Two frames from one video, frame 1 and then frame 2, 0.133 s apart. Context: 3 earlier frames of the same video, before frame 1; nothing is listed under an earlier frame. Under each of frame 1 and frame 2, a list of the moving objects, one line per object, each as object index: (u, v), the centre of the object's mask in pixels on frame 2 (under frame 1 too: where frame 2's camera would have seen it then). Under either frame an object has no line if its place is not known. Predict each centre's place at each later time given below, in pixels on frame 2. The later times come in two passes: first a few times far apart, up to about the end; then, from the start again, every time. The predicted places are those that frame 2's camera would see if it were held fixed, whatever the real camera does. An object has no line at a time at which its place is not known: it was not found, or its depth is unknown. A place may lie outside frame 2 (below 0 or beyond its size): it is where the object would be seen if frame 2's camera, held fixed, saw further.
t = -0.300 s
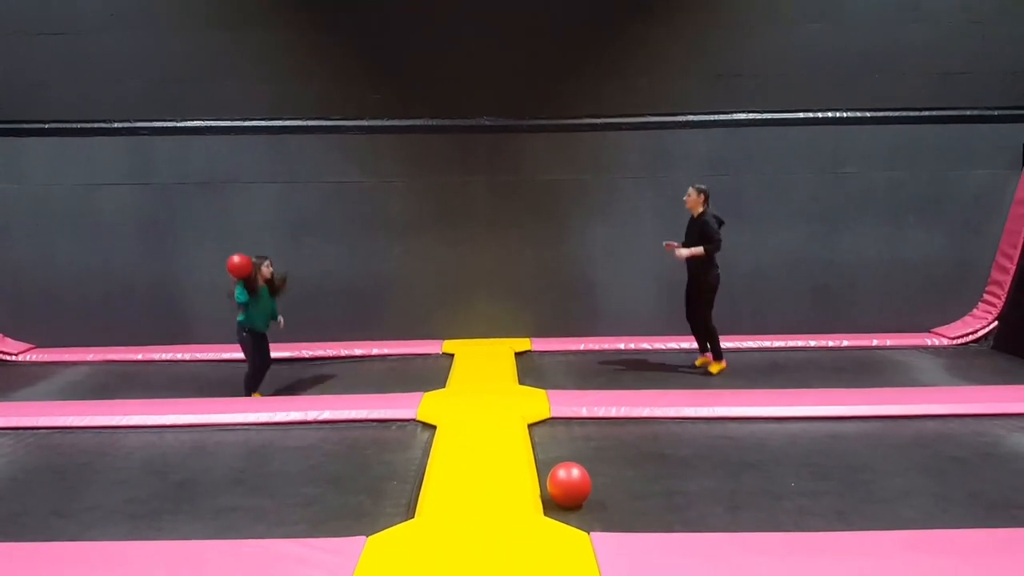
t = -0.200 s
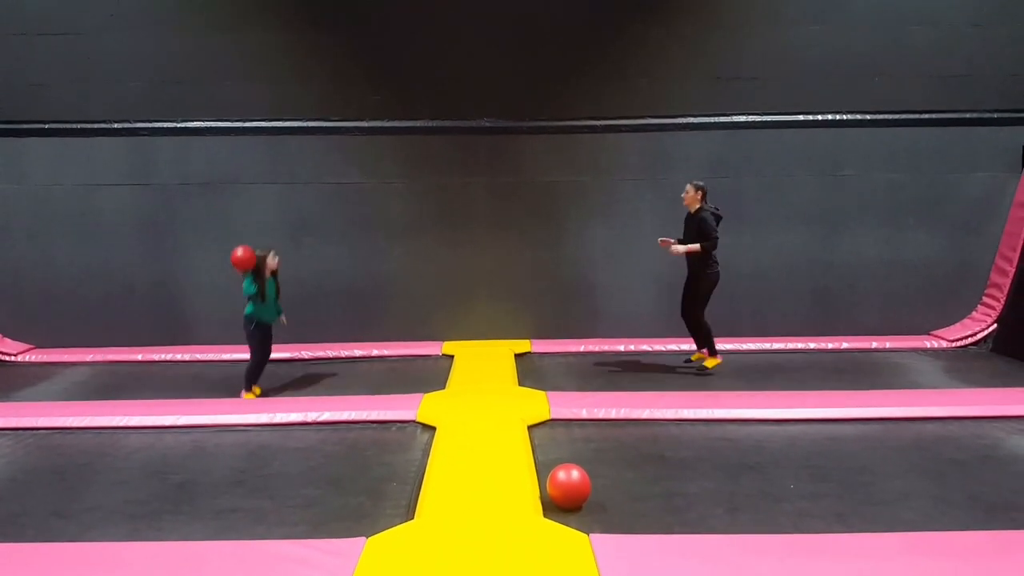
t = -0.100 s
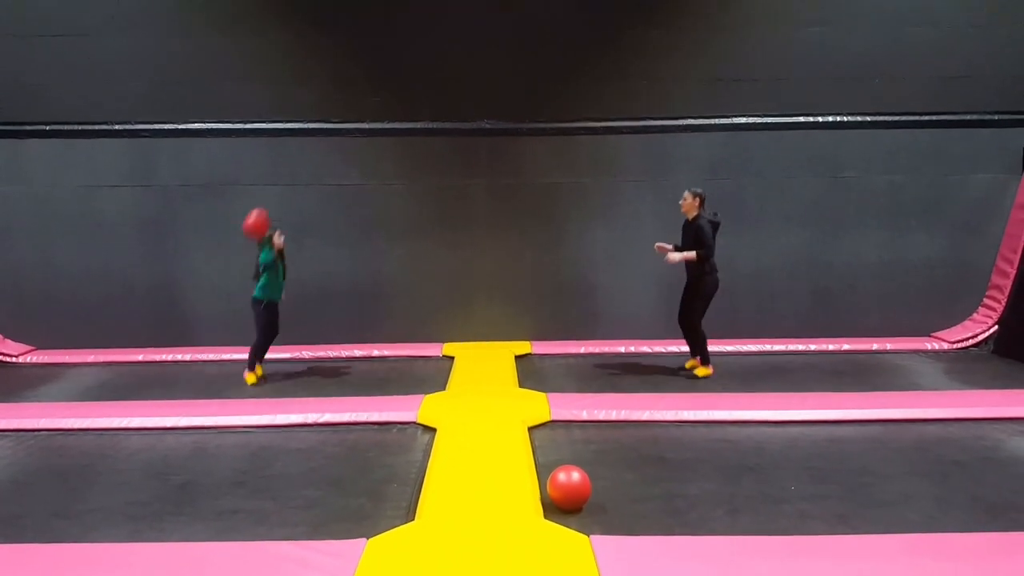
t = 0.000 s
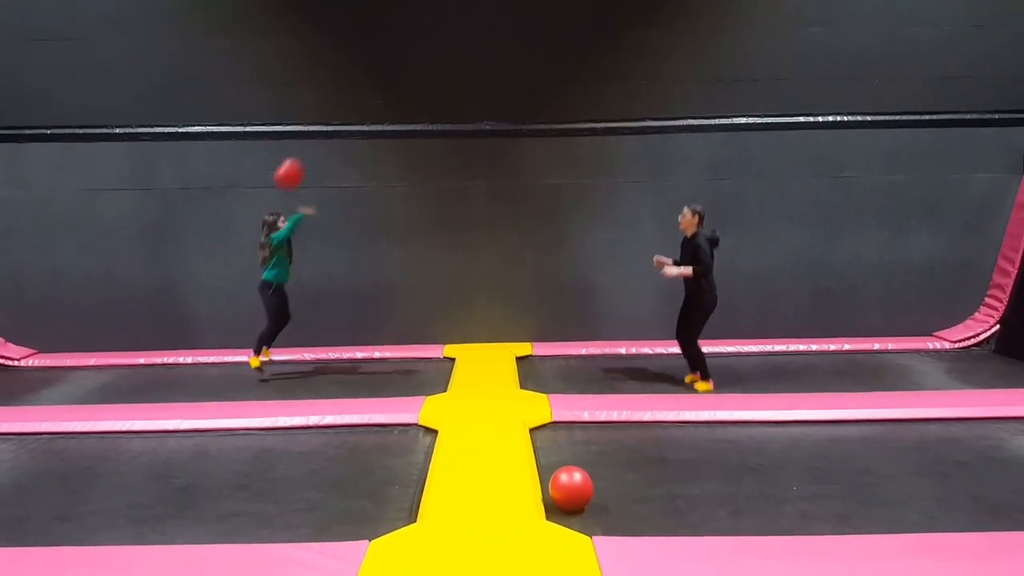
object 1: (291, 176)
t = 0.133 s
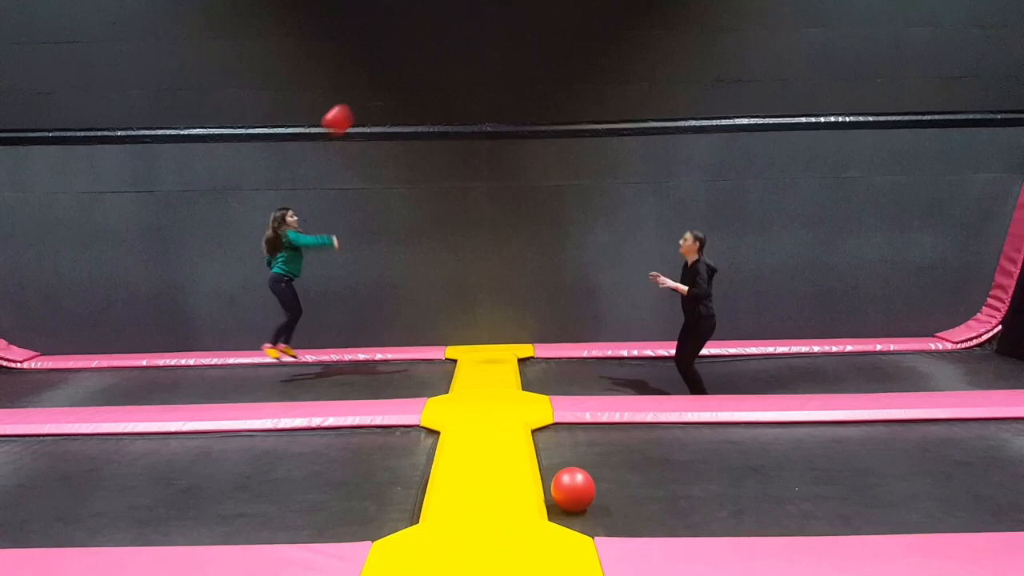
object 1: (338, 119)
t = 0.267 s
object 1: (387, 84)
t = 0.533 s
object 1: (490, 73)
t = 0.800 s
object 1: (595, 148)
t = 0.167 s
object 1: (350, 110)
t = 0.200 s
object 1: (362, 100)
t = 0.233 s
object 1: (375, 91)
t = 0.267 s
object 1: (387, 84)
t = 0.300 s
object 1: (400, 78)
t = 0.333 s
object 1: (413, 74)
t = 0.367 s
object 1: (426, 70)
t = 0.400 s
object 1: (438, 68)
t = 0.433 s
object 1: (451, 67)
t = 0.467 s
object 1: (464, 68)
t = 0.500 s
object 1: (477, 70)
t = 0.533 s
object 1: (490, 73)
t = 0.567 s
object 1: (503, 78)
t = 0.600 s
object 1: (516, 84)
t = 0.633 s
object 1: (529, 91)
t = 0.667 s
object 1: (543, 100)
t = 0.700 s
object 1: (555, 110)
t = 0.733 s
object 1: (568, 121)
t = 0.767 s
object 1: (582, 134)
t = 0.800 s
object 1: (595, 148)
